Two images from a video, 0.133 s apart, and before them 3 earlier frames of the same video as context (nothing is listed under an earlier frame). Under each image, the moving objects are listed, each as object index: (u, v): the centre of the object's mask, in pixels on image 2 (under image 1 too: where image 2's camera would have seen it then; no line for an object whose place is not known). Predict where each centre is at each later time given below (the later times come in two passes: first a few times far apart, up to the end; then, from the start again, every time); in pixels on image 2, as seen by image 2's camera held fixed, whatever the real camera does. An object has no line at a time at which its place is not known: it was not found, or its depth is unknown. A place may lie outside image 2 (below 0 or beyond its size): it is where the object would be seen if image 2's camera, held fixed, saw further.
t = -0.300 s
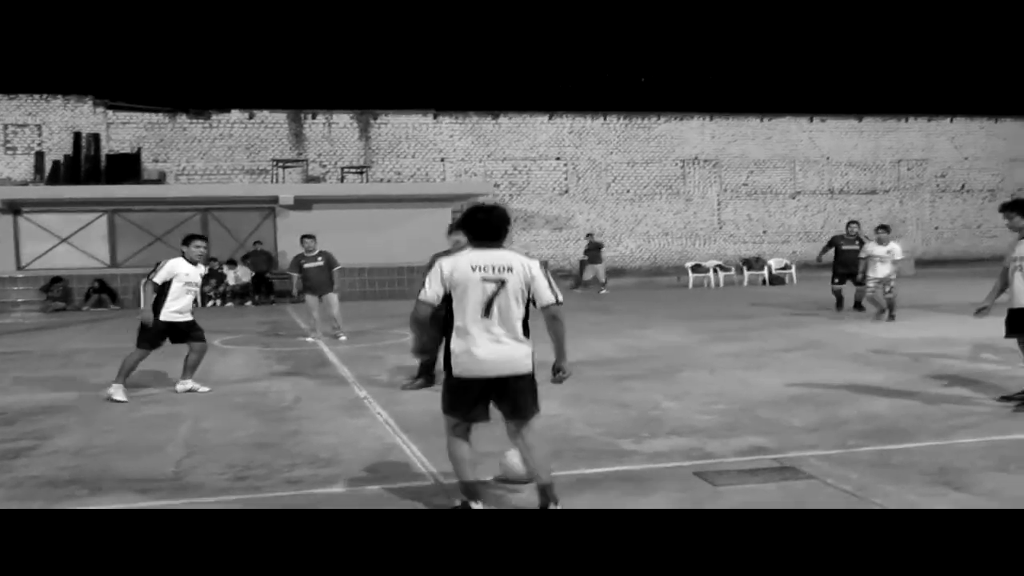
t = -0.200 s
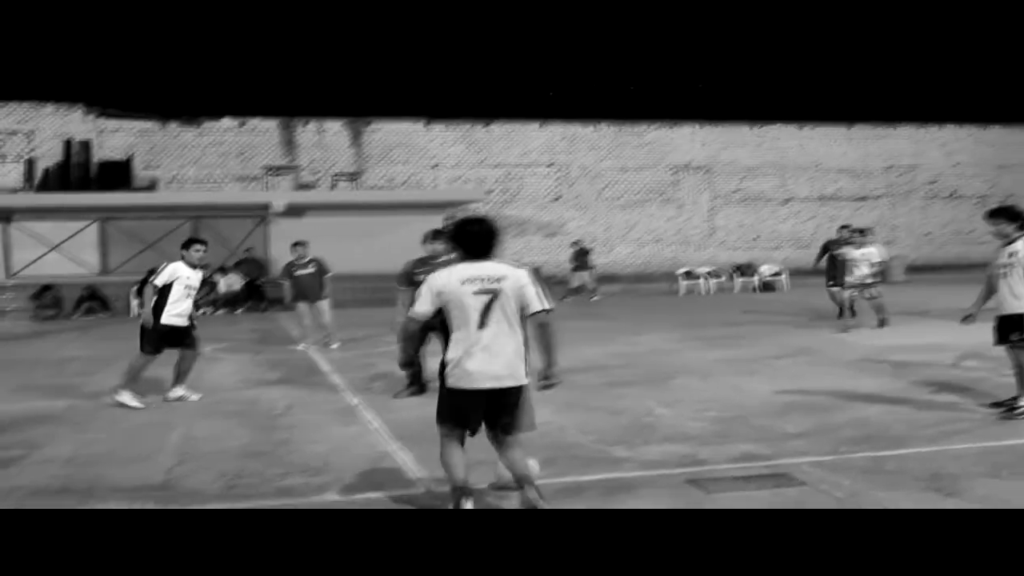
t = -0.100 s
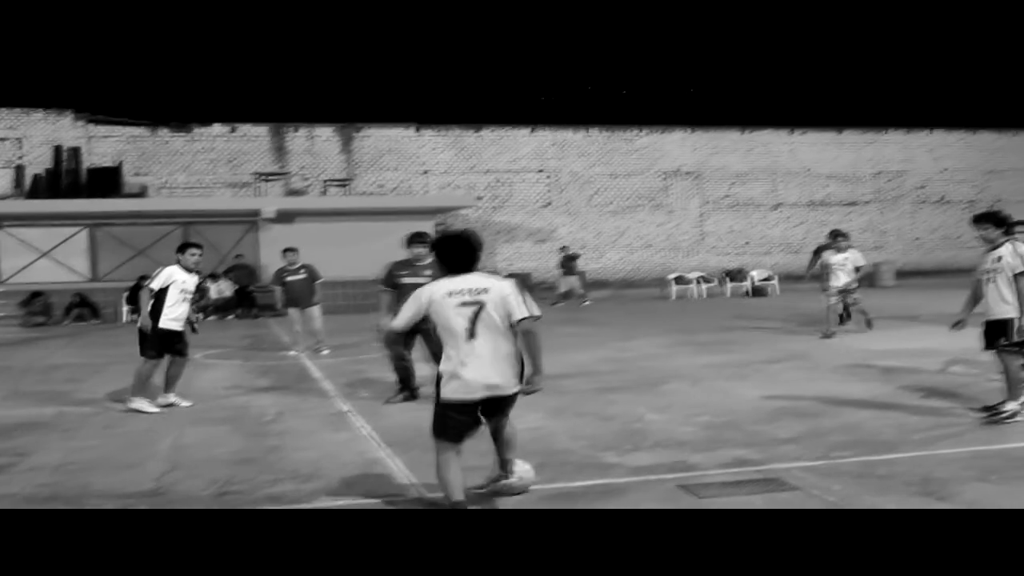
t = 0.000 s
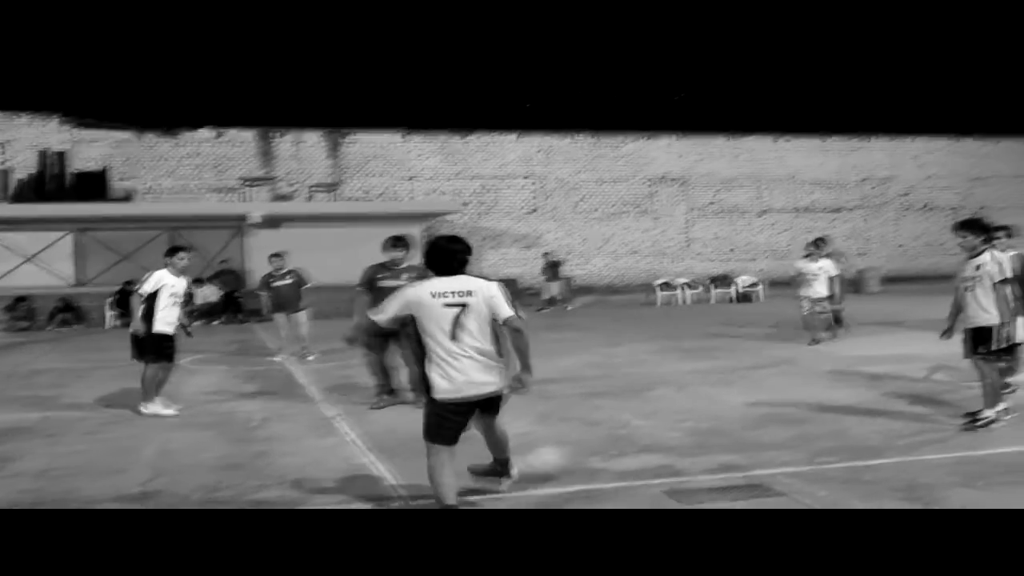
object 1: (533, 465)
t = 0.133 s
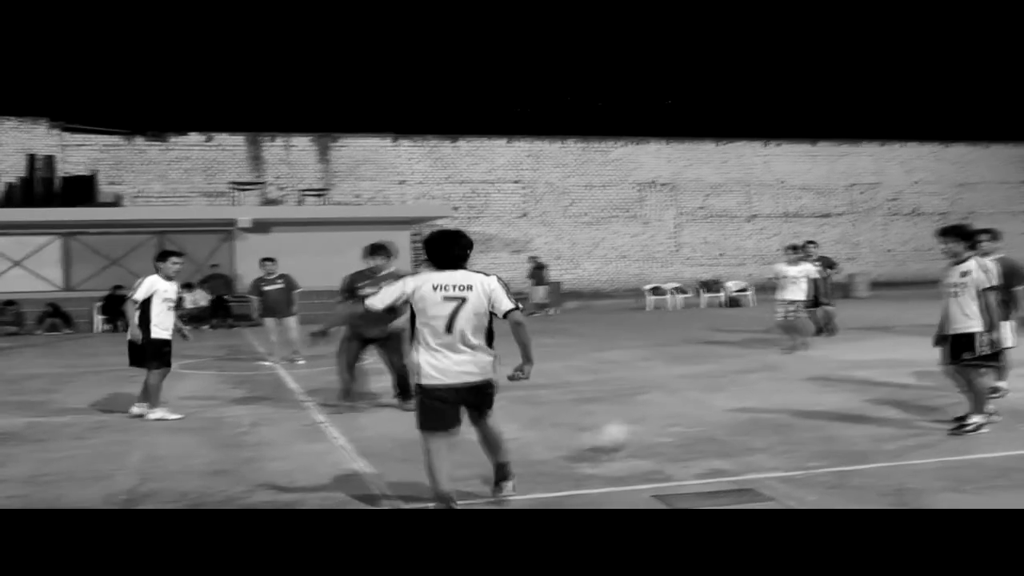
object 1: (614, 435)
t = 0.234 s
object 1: (651, 421)
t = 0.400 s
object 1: (698, 402)
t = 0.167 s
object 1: (621, 432)
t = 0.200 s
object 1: (634, 428)
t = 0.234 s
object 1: (651, 421)
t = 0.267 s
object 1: (660, 416)
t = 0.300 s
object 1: (670, 415)
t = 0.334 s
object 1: (684, 408)
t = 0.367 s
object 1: (692, 404)
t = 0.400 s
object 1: (698, 402)
